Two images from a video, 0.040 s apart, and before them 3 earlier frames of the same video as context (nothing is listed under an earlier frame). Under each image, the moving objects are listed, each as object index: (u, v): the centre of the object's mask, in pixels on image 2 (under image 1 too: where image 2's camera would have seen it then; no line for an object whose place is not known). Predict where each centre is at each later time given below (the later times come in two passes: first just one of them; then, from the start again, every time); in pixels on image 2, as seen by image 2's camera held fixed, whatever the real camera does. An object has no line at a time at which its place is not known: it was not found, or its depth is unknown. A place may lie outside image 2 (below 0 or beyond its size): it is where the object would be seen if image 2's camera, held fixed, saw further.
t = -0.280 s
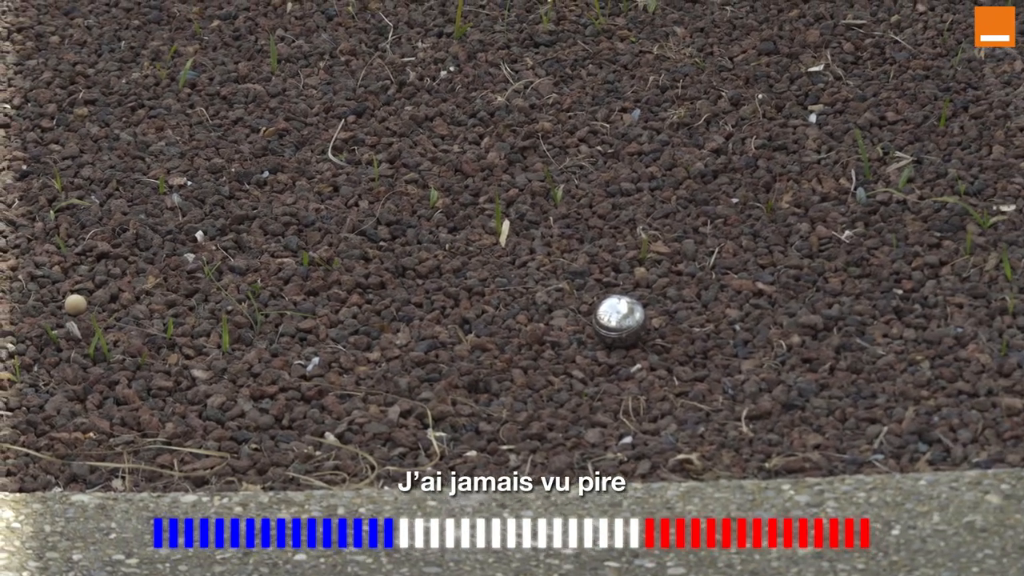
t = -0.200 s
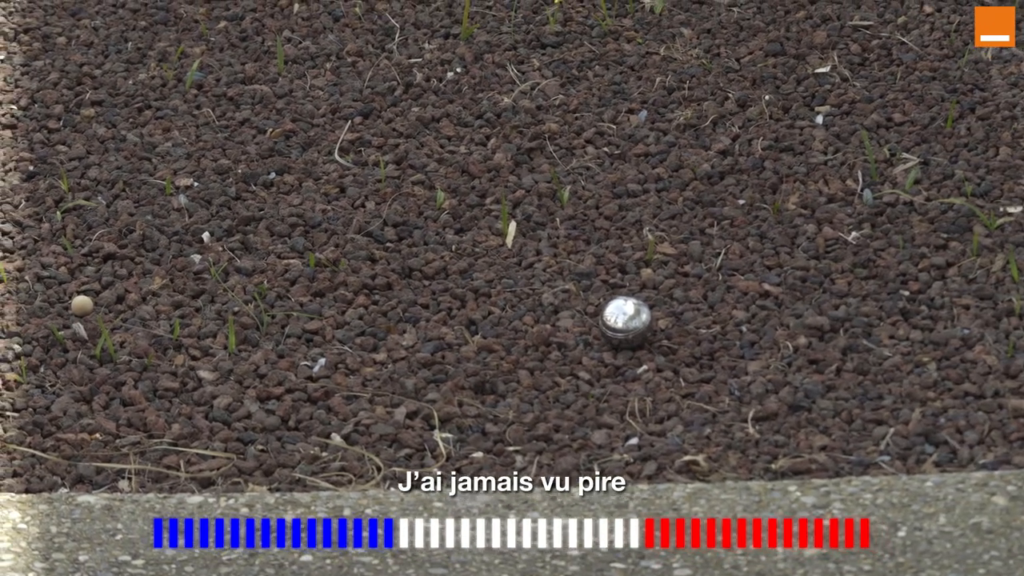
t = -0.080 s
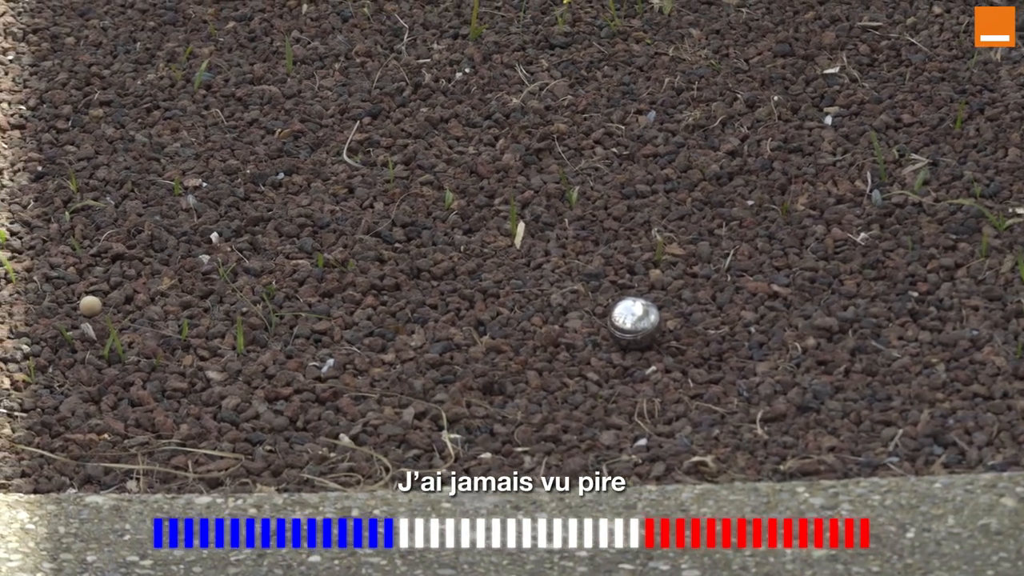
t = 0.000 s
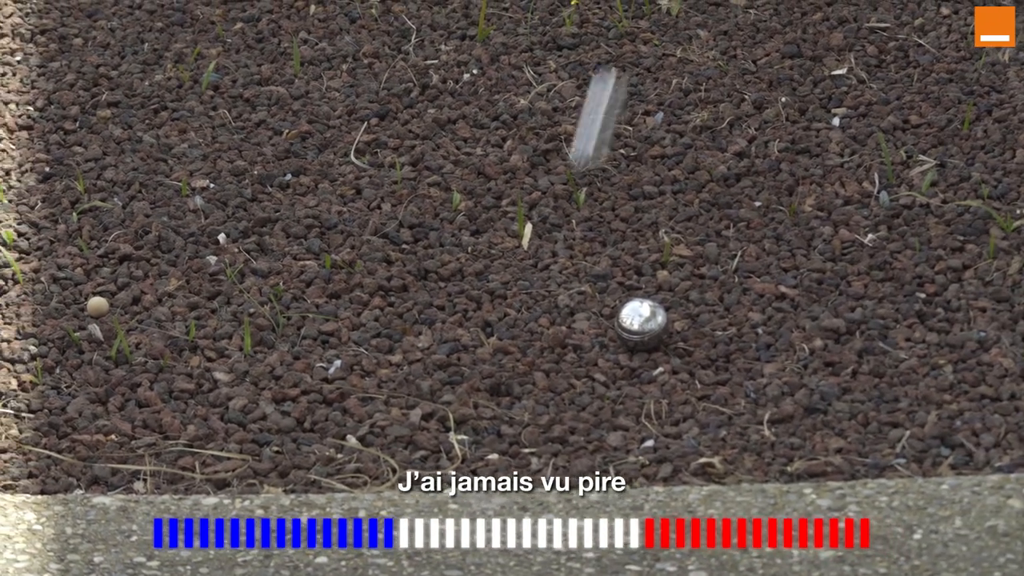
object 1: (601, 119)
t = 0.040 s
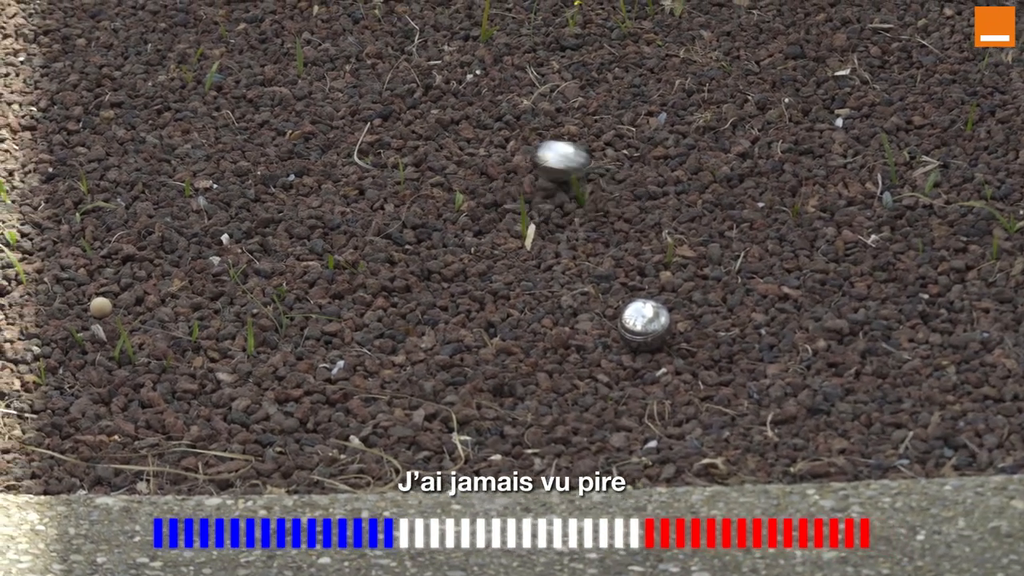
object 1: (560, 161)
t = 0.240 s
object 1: (385, 215)
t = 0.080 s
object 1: (528, 159)
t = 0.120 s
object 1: (493, 164)
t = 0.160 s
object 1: (459, 181)
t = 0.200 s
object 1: (421, 207)
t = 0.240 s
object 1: (385, 215)
